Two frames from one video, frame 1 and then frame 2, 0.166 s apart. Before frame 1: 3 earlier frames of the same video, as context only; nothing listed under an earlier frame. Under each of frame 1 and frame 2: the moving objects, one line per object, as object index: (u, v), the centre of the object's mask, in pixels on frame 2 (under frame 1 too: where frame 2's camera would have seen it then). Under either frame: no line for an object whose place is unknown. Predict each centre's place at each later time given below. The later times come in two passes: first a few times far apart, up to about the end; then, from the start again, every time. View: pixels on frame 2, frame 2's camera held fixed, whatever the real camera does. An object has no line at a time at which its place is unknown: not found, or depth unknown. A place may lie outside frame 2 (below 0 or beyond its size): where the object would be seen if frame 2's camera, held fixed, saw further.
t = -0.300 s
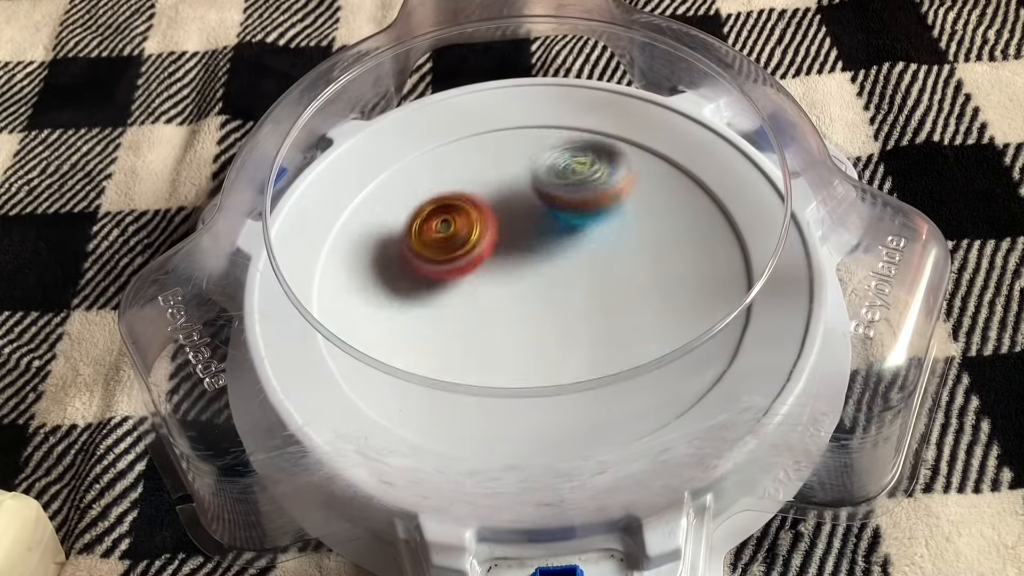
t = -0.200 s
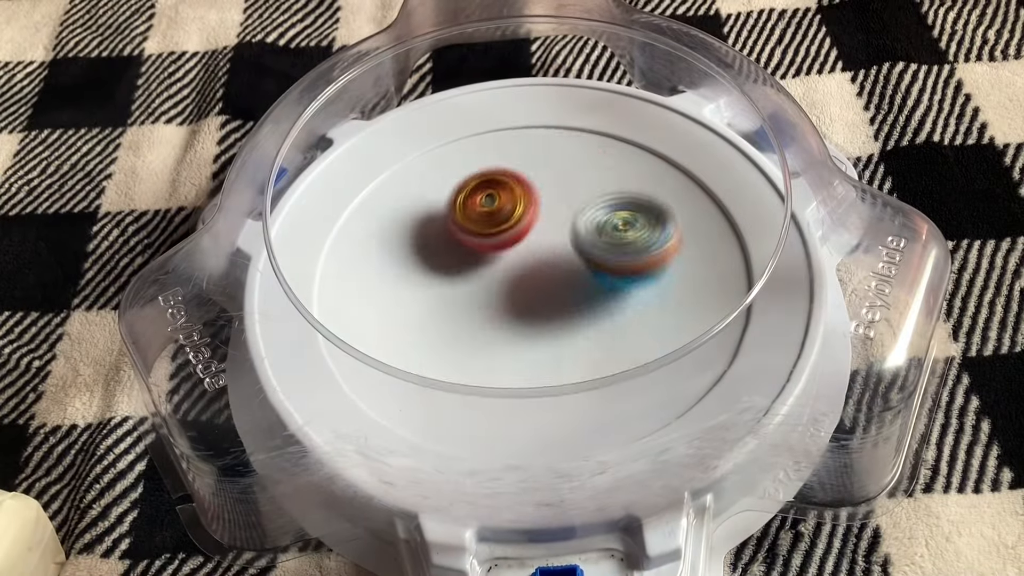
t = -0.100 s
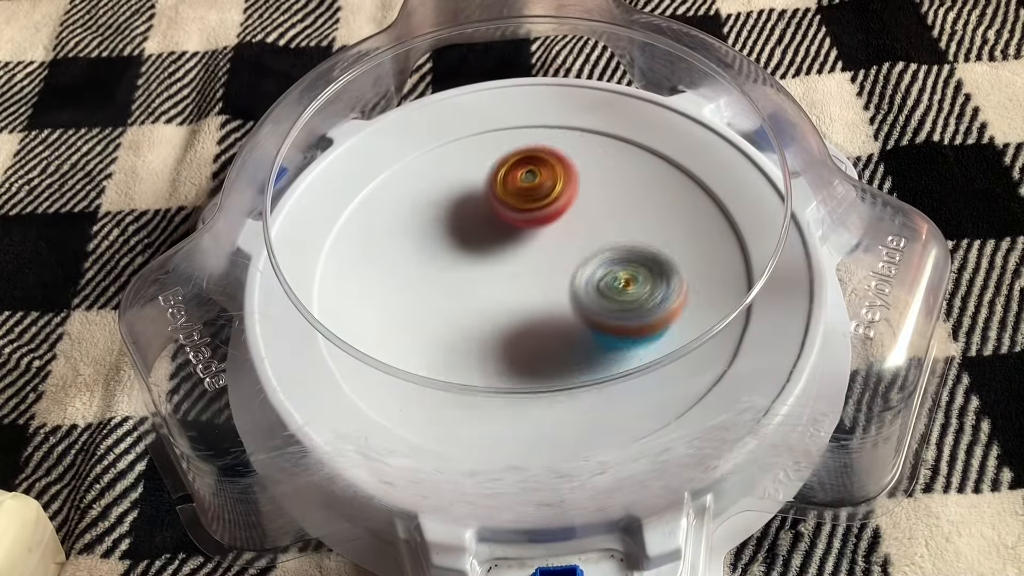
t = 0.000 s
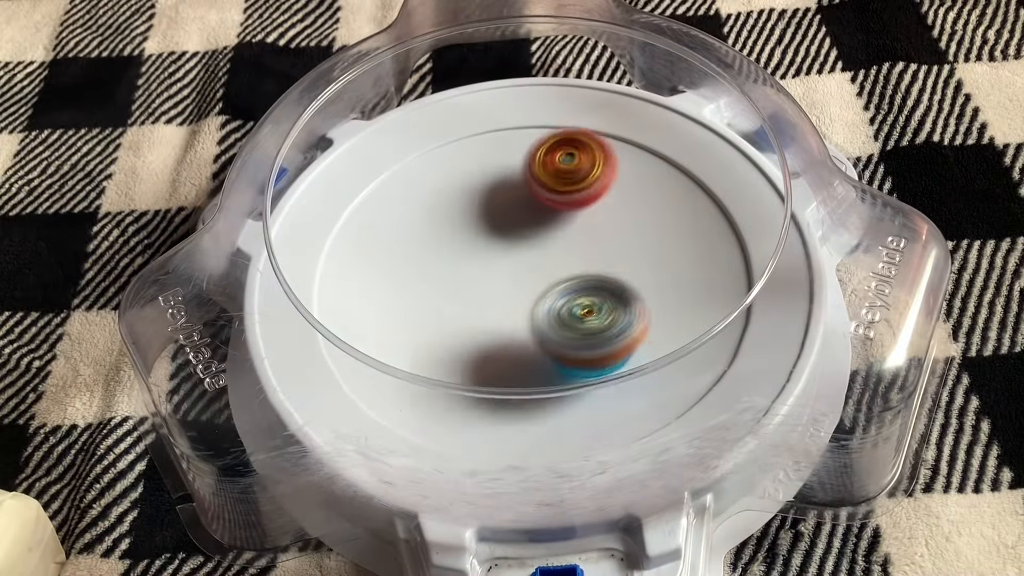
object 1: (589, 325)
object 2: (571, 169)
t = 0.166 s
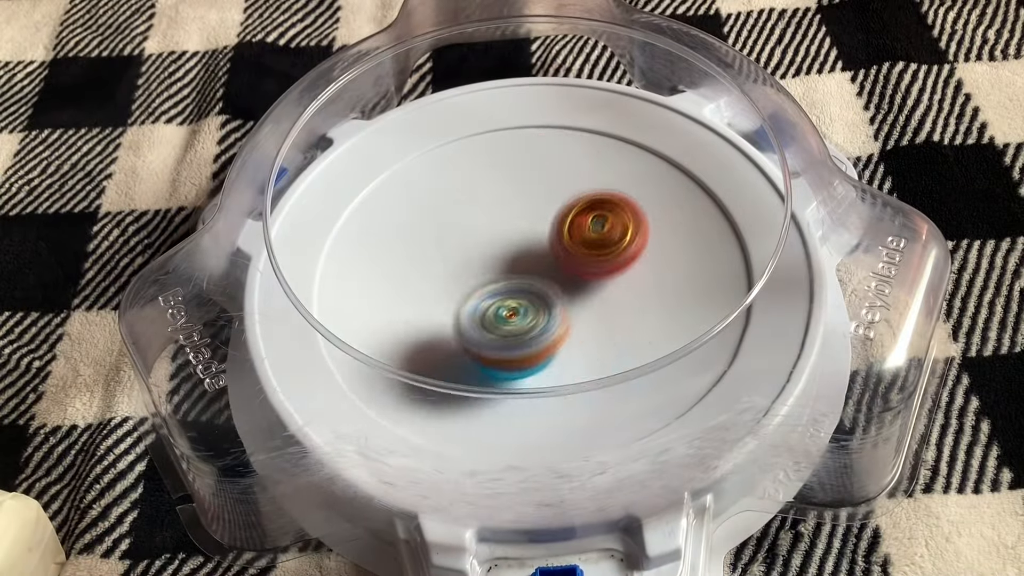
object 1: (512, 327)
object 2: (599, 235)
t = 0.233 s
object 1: (490, 328)
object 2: (574, 276)
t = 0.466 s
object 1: (401, 369)
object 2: (471, 310)
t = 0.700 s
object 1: (520, 361)
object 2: (388, 237)
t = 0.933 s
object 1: (567, 198)
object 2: (505, 128)
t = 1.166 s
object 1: (627, 258)
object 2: (630, 159)
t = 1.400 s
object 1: (528, 379)
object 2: (634, 298)
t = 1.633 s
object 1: (453, 419)
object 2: (464, 274)
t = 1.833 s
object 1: (526, 344)
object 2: (408, 148)
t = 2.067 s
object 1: (527, 210)
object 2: (625, 162)
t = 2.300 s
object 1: (377, 201)
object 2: (712, 355)
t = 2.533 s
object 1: (354, 293)
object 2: (404, 389)
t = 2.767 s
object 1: (412, 217)
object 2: (547, 263)
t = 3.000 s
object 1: (492, 171)
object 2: (660, 201)
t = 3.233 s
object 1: (557, 183)
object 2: (663, 275)
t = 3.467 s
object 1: (596, 230)
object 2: (580, 343)
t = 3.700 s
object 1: (651, 188)
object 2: (502, 371)
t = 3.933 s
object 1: (599, 129)
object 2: (484, 267)
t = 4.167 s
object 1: (524, 146)
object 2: (561, 336)
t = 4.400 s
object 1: (555, 289)
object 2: (457, 368)
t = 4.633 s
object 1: (708, 262)
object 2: (405, 242)
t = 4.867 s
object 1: (712, 215)
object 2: (572, 164)
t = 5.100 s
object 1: (666, 311)
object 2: (510, 144)
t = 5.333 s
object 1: (498, 343)
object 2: (533, 221)
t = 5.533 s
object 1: (353, 356)
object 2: (533, 237)
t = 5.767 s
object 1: (301, 329)
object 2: (643, 209)
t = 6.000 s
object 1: (400, 251)
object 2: (555, 324)
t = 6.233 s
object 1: (561, 183)
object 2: (396, 239)
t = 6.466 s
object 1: (646, 174)
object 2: (514, 144)
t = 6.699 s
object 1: (732, 287)
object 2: (548, 252)
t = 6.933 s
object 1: (611, 409)
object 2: (396, 312)
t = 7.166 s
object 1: (463, 325)
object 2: (385, 226)
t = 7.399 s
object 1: (554, 301)
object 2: (499, 106)
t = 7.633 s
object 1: (589, 333)
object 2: (599, 201)
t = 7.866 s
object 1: (498, 377)
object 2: (603, 259)
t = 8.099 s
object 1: (463, 320)
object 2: (563, 267)
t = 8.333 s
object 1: (435, 240)
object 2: (625, 245)
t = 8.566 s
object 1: (533, 207)
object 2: (614, 261)
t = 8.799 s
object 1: (575, 198)
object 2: (623, 312)
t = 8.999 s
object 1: (603, 197)
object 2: (571, 370)
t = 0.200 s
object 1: (501, 327)
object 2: (588, 257)
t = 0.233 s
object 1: (490, 328)
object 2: (574, 276)
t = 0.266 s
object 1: (473, 332)
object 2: (561, 291)
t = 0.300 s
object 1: (452, 336)
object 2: (548, 302)
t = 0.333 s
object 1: (430, 345)
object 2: (534, 309)
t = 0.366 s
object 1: (416, 351)
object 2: (519, 315)
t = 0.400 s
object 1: (404, 359)
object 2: (503, 317)
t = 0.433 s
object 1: (400, 364)
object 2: (487, 316)
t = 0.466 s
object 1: (401, 369)
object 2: (471, 310)
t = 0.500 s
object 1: (404, 375)
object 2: (453, 303)
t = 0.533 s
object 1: (413, 380)
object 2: (434, 297)
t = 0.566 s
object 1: (428, 382)
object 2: (418, 291)
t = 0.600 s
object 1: (447, 386)
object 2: (405, 283)
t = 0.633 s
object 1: (468, 385)
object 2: (395, 269)
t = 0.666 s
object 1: (497, 374)
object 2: (389, 253)
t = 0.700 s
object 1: (520, 361)
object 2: (388, 237)
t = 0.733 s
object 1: (539, 340)
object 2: (390, 220)
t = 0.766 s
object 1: (554, 318)
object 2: (396, 203)
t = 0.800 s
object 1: (563, 293)
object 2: (408, 186)
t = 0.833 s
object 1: (568, 265)
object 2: (426, 169)
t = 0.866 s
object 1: (569, 239)
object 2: (450, 155)
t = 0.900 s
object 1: (565, 212)
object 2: (480, 143)
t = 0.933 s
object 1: (567, 198)
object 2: (505, 128)
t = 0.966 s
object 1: (586, 208)
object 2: (515, 99)
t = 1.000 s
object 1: (601, 215)
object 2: (530, 96)
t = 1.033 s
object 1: (614, 227)
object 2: (547, 106)
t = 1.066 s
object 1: (623, 236)
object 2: (565, 112)
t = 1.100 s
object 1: (628, 245)
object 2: (587, 121)
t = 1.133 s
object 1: (629, 253)
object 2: (609, 136)
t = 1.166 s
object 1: (627, 258)
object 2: (630, 159)
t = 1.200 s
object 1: (621, 265)
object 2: (648, 185)
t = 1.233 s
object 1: (608, 282)
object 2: (661, 203)
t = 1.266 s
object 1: (591, 314)
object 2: (668, 218)
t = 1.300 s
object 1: (574, 334)
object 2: (670, 234)
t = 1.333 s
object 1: (555, 355)
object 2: (664, 254)
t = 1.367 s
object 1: (541, 370)
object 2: (653, 276)
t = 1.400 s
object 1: (528, 379)
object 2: (634, 298)
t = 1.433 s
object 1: (518, 385)
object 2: (609, 321)
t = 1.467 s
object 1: (509, 388)
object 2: (585, 334)
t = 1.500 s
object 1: (490, 410)
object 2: (557, 330)
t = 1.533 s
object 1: (470, 418)
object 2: (533, 320)
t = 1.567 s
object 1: (456, 430)
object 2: (511, 306)
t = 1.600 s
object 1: (446, 432)
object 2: (487, 291)
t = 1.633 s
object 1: (453, 419)
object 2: (464, 274)
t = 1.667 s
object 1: (456, 413)
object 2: (440, 256)
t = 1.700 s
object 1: (464, 406)
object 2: (421, 234)
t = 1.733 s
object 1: (475, 399)
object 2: (407, 211)
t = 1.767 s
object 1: (492, 381)
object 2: (400, 188)
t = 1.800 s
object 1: (510, 365)
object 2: (401, 166)
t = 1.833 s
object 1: (526, 344)
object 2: (408, 148)
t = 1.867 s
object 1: (539, 332)
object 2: (424, 131)
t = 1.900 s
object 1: (549, 309)
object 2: (452, 125)
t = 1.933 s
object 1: (552, 287)
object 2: (482, 122)
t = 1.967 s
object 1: (552, 265)
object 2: (518, 123)
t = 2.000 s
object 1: (547, 244)
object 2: (554, 129)
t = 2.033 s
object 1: (539, 224)
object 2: (588, 145)
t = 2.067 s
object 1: (527, 210)
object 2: (625, 162)
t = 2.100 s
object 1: (504, 203)
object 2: (660, 177)
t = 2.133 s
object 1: (481, 196)
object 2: (689, 198)
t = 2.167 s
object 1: (459, 190)
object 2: (711, 223)
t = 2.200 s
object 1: (435, 189)
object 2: (723, 252)
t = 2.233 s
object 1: (413, 190)
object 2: (729, 282)
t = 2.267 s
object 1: (395, 195)
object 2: (725, 316)
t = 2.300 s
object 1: (377, 201)
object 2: (712, 355)
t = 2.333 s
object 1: (363, 210)
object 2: (691, 392)
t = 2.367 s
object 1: (354, 222)
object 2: (638, 406)
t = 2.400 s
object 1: (345, 236)
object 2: (585, 423)
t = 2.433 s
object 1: (339, 252)
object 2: (523, 427)
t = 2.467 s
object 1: (340, 271)
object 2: (465, 420)
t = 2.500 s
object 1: (347, 293)
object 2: (417, 402)
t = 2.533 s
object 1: (354, 293)
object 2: (404, 389)
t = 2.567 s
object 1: (356, 285)
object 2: (420, 373)
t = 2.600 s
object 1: (364, 274)
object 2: (438, 354)
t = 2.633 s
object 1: (373, 264)
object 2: (458, 336)
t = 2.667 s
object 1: (382, 251)
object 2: (481, 318)
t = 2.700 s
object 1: (392, 239)
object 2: (503, 299)
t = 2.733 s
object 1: (402, 228)
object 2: (525, 281)
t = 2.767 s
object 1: (412, 217)
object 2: (547, 263)
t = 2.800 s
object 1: (423, 208)
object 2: (567, 248)
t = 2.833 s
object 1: (433, 198)
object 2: (586, 233)
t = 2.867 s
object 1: (445, 190)
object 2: (605, 220)
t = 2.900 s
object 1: (456, 184)
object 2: (621, 211)
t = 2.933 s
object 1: (468, 179)
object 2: (636, 205)
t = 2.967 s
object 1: (480, 174)
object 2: (649, 201)
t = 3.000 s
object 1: (492, 171)
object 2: (660, 201)
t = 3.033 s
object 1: (503, 170)
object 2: (667, 204)
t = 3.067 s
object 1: (513, 169)
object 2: (673, 211)
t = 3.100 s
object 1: (522, 170)
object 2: (676, 220)
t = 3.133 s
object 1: (532, 173)
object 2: (677, 231)
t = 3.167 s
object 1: (541, 175)
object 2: (675, 245)
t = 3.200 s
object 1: (549, 179)
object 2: (671, 259)
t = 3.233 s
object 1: (557, 183)
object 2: (663, 275)
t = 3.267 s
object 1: (565, 189)
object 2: (653, 289)
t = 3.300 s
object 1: (571, 195)
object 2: (642, 303)
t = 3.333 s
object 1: (578, 202)
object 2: (629, 316)
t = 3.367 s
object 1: (583, 208)
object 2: (615, 327)
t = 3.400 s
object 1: (588, 216)
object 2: (602, 336)
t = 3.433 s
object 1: (592, 223)
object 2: (590, 341)
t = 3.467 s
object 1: (596, 230)
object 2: (580, 343)
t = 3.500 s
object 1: (599, 237)
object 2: (571, 344)
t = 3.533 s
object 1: (602, 242)
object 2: (567, 342)
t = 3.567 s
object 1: (605, 249)
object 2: (565, 339)
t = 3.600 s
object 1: (616, 237)
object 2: (555, 346)
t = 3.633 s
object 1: (629, 221)
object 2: (539, 356)
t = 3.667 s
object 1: (643, 204)
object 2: (522, 360)
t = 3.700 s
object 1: (651, 188)
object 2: (502, 371)
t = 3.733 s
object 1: (656, 172)
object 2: (484, 367)
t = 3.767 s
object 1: (656, 157)
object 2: (470, 352)
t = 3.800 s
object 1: (653, 147)
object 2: (458, 341)
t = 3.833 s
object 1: (646, 136)
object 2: (455, 324)
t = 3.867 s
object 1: (633, 128)
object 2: (459, 306)
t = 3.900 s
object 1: (618, 125)
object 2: (471, 285)
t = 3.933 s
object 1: (599, 129)
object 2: (484, 267)
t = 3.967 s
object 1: (577, 137)
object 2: (505, 249)
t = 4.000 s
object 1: (556, 152)
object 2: (526, 236)
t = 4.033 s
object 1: (551, 140)
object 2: (532, 256)
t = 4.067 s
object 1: (546, 132)
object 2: (538, 278)
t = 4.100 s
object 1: (539, 130)
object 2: (547, 298)
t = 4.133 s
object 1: (532, 135)
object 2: (556, 317)
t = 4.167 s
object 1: (524, 146)
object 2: (561, 336)
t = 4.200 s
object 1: (514, 165)
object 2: (559, 348)
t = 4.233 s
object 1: (509, 188)
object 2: (554, 356)
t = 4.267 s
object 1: (509, 211)
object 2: (544, 371)
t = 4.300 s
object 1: (512, 237)
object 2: (529, 377)
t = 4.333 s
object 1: (520, 261)
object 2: (510, 373)
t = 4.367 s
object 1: (531, 280)
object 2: (491, 369)
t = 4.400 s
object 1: (555, 289)
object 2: (457, 368)
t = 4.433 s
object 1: (582, 293)
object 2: (425, 365)
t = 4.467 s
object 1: (611, 296)
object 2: (398, 352)
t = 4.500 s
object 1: (638, 294)
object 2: (387, 329)
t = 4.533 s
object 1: (662, 290)
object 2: (374, 311)
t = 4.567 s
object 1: (682, 283)
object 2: (373, 292)
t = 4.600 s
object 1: (697, 274)
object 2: (385, 265)
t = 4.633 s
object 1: (708, 262)
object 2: (405, 242)
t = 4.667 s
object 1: (716, 250)
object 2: (431, 222)
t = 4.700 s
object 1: (722, 237)
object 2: (462, 206)
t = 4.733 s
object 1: (723, 223)
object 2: (495, 195)
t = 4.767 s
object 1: (714, 211)
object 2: (532, 187)
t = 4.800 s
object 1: (697, 201)
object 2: (567, 183)
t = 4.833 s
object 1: (689, 201)
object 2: (589, 180)
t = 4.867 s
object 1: (712, 215)
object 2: (572, 164)
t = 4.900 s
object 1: (730, 227)
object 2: (555, 152)
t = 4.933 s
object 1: (735, 237)
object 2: (540, 143)
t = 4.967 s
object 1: (726, 257)
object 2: (528, 138)
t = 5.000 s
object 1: (717, 272)
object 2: (520, 136)
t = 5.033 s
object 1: (703, 286)
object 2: (514, 136)
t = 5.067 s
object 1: (684, 295)
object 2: (511, 139)
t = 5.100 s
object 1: (666, 311)
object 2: (510, 144)
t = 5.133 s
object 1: (643, 321)
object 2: (511, 151)
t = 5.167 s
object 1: (622, 325)
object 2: (515, 158)
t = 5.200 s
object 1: (596, 331)
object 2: (520, 168)
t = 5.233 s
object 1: (572, 338)
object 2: (527, 178)
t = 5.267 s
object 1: (546, 341)
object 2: (532, 190)
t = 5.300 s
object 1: (522, 343)
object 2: (533, 205)
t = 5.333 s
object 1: (498, 343)
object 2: (533, 221)
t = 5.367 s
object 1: (476, 342)
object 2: (528, 238)
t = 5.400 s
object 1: (458, 337)
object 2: (520, 255)
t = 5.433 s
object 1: (439, 334)
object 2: (510, 269)
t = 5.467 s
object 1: (416, 332)
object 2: (507, 266)
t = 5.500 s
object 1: (379, 347)
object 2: (520, 253)
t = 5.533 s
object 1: (353, 356)
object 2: (533, 237)
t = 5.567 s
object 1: (337, 360)
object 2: (545, 223)
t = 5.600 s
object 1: (324, 359)
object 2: (559, 212)
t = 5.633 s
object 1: (313, 355)
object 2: (574, 203)
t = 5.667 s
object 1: (304, 351)
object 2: (592, 197)
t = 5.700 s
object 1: (297, 346)
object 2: (610, 196)
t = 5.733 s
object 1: (298, 339)
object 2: (627, 200)
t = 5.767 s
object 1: (301, 329)
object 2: (643, 209)
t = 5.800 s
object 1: (307, 321)
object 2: (654, 224)
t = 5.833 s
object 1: (317, 302)
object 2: (656, 244)
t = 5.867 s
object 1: (328, 293)
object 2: (650, 265)
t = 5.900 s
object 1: (340, 283)
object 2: (636, 285)
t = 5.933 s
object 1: (356, 272)
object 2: (615, 301)
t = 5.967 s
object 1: (376, 263)
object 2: (586, 316)
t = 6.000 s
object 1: (400, 251)
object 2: (555, 324)
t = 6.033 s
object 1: (423, 238)
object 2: (522, 325)
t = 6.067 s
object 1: (448, 227)
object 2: (491, 321)
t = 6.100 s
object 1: (473, 216)
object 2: (461, 311)
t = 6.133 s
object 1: (495, 207)
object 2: (436, 297)
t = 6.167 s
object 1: (518, 198)
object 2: (418, 280)
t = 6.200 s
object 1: (540, 190)
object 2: (404, 261)
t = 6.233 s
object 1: (561, 183)
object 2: (396, 239)
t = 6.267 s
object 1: (576, 178)
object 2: (395, 218)
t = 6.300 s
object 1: (592, 172)
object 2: (400, 196)
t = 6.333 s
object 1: (607, 169)
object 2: (413, 177)
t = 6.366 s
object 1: (617, 168)
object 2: (432, 161)
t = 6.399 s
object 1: (628, 168)
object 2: (456, 150)
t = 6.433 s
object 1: (638, 169)
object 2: (484, 143)
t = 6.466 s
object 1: (646, 174)
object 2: (514, 144)
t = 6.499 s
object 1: (653, 179)
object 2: (542, 150)
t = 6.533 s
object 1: (658, 186)
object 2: (567, 163)
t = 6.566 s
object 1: (681, 205)
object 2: (576, 176)
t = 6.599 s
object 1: (707, 220)
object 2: (573, 189)
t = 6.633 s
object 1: (721, 242)
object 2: (570, 208)
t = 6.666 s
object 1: (731, 265)
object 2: (562, 230)
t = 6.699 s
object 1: (732, 287)
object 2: (548, 252)
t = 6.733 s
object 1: (728, 312)
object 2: (530, 273)
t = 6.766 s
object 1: (718, 332)
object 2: (510, 289)
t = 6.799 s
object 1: (703, 353)
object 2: (487, 302)
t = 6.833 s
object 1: (681, 370)
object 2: (464, 310)
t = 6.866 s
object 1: (661, 386)
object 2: (442, 314)
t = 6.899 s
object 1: (635, 397)
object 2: (418, 315)
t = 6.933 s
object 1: (611, 409)
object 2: (396, 312)
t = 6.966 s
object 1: (580, 410)
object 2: (375, 305)
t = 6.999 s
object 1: (557, 409)
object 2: (359, 294)
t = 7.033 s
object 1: (528, 407)
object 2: (347, 281)
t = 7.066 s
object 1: (509, 389)
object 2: (345, 262)
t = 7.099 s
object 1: (491, 371)
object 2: (349, 247)
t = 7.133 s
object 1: (476, 340)
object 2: (363, 235)
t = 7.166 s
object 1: (463, 325)
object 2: (385, 226)
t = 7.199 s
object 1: (455, 301)
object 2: (413, 221)
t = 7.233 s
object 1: (467, 284)
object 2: (429, 202)
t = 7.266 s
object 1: (486, 290)
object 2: (439, 173)
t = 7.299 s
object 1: (505, 292)
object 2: (452, 146)
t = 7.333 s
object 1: (522, 295)
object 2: (467, 125)
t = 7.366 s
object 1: (539, 300)
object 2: (483, 111)
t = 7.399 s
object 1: (554, 301)
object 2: (499, 106)
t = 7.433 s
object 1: (567, 307)
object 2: (518, 113)
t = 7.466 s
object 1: (577, 310)
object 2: (537, 122)
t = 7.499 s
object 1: (583, 315)
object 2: (554, 133)
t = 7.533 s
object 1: (587, 320)
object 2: (568, 147)
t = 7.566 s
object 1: (589, 327)
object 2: (581, 163)
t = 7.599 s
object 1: (590, 331)
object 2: (591, 182)
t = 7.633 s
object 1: (589, 333)
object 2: (599, 201)
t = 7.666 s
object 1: (586, 336)
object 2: (603, 221)
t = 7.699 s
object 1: (580, 343)
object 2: (607, 241)
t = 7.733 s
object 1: (570, 348)
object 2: (608, 260)
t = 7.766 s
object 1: (553, 360)
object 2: (607, 266)
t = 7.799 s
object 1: (533, 371)
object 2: (609, 263)
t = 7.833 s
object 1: (514, 379)
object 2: (607, 261)
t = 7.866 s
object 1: (498, 377)
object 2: (603, 259)
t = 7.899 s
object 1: (482, 375)
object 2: (598, 258)
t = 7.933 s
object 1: (472, 367)
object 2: (593, 259)
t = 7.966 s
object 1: (465, 358)
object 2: (587, 259)
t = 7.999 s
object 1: (460, 346)
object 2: (581, 261)
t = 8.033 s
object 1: (458, 339)
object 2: (575, 263)
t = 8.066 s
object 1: (459, 331)
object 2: (568, 265)
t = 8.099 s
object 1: (463, 320)
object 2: (563, 267)
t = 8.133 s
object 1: (468, 306)
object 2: (557, 269)
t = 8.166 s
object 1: (456, 293)
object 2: (574, 263)
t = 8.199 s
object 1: (441, 284)
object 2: (590, 257)
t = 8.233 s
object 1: (430, 270)
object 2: (604, 251)
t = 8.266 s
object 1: (426, 260)
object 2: (614, 248)
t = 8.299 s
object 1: (428, 251)
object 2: (622, 246)
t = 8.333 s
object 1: (435, 240)
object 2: (625, 245)
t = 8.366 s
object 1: (446, 236)
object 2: (627, 245)
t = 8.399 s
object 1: (457, 227)
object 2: (626, 245)
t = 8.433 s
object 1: (472, 224)
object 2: (623, 246)
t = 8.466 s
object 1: (487, 219)
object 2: (619, 249)
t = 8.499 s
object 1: (506, 217)
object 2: (613, 250)
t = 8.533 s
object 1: (523, 214)
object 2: (608, 253)
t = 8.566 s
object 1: (533, 207)
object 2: (614, 261)
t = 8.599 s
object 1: (539, 194)
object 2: (625, 274)
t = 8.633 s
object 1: (543, 187)
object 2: (632, 285)
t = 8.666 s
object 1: (550, 182)
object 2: (635, 294)
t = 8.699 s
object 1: (555, 182)
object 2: (635, 301)
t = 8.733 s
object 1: (562, 185)
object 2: (632, 306)
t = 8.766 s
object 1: (568, 187)
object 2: (629, 309)
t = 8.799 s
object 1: (575, 198)
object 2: (623, 312)
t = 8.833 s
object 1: (579, 207)
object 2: (617, 313)
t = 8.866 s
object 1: (584, 216)
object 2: (609, 313)
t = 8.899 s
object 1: (590, 226)
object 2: (602, 312)
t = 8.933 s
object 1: (594, 228)
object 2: (594, 323)
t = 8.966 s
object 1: (600, 209)
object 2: (583, 346)
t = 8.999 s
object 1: (603, 197)
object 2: (571, 370)
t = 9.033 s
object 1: (606, 189)
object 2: (558, 388)
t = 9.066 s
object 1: (610, 186)
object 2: (542, 397)
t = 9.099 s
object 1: (613, 186)
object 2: (523, 409)
